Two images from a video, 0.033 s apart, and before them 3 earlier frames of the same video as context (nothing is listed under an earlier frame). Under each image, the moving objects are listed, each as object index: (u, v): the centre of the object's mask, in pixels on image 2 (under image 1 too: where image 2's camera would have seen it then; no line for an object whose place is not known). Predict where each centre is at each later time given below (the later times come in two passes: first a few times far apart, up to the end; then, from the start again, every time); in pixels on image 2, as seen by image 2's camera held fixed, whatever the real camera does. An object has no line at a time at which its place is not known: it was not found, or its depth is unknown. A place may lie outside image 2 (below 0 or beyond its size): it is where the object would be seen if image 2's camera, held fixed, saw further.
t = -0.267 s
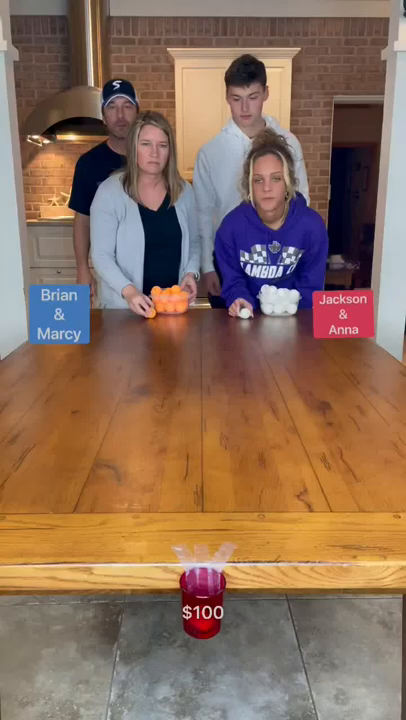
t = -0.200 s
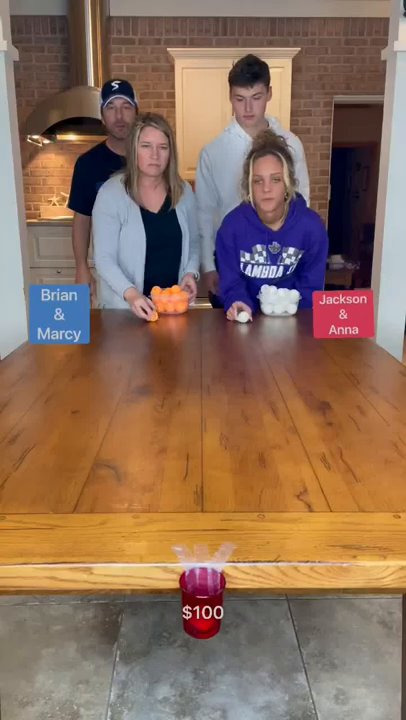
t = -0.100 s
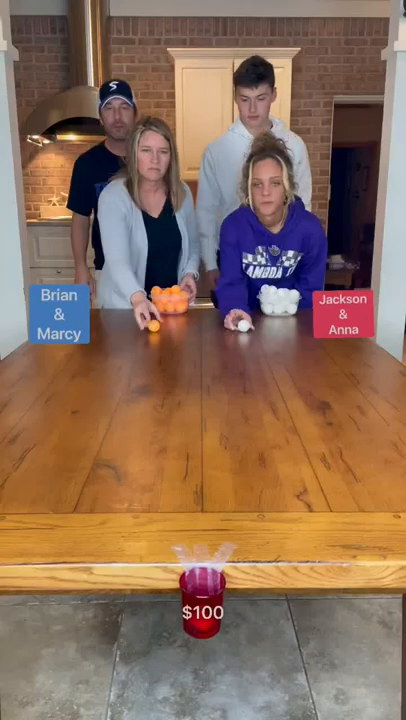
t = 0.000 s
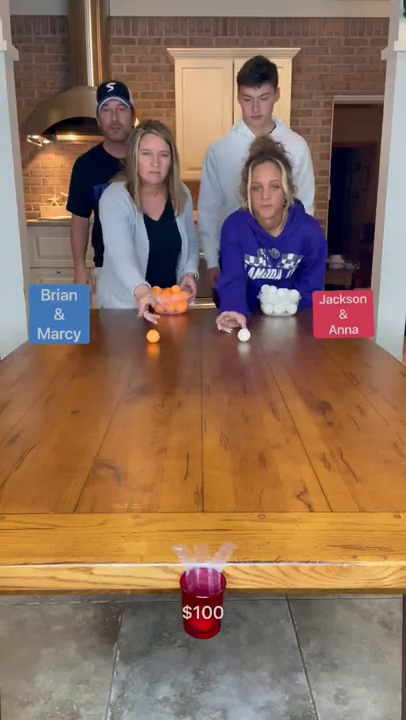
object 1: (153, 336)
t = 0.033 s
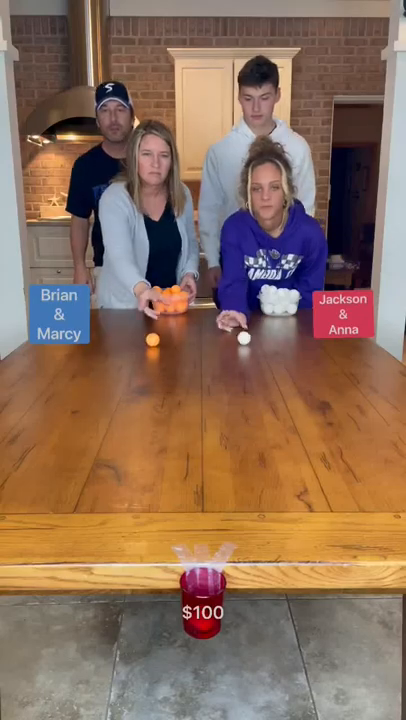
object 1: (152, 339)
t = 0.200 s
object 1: (151, 356)
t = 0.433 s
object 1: (150, 381)
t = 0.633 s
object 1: (150, 408)
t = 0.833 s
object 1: (153, 445)
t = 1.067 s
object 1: (159, 504)
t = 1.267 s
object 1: (153, 594)
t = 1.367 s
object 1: (115, 703)
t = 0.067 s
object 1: (152, 343)
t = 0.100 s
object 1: (152, 346)
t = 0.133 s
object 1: (151, 350)
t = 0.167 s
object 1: (151, 353)
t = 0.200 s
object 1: (151, 356)
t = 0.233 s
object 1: (150, 359)
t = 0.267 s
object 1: (150, 362)
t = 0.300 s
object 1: (150, 366)
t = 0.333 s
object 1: (150, 370)
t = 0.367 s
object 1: (150, 373)
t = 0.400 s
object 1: (150, 377)
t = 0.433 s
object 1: (150, 381)
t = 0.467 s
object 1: (150, 385)
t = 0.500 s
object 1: (150, 390)
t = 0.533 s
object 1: (150, 394)
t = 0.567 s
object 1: (150, 399)
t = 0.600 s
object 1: (150, 404)
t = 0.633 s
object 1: (150, 408)
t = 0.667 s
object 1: (151, 414)
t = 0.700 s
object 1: (151, 419)
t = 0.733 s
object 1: (151, 425)
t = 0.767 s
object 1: (152, 431)
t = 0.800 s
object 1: (152, 438)
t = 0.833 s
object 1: (153, 445)
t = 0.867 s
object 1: (154, 451)
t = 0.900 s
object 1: (154, 459)
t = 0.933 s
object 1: (155, 467)
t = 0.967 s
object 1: (156, 475)
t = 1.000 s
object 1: (157, 484)
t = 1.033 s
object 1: (158, 494)
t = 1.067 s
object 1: (159, 504)
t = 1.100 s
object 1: (161, 514)
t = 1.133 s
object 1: (163, 526)
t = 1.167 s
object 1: (164, 537)
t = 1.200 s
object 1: (166, 552)
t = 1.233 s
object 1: (165, 574)
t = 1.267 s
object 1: (153, 594)
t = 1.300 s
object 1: (140, 621)
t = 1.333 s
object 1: (127, 661)
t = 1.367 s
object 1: (115, 703)
